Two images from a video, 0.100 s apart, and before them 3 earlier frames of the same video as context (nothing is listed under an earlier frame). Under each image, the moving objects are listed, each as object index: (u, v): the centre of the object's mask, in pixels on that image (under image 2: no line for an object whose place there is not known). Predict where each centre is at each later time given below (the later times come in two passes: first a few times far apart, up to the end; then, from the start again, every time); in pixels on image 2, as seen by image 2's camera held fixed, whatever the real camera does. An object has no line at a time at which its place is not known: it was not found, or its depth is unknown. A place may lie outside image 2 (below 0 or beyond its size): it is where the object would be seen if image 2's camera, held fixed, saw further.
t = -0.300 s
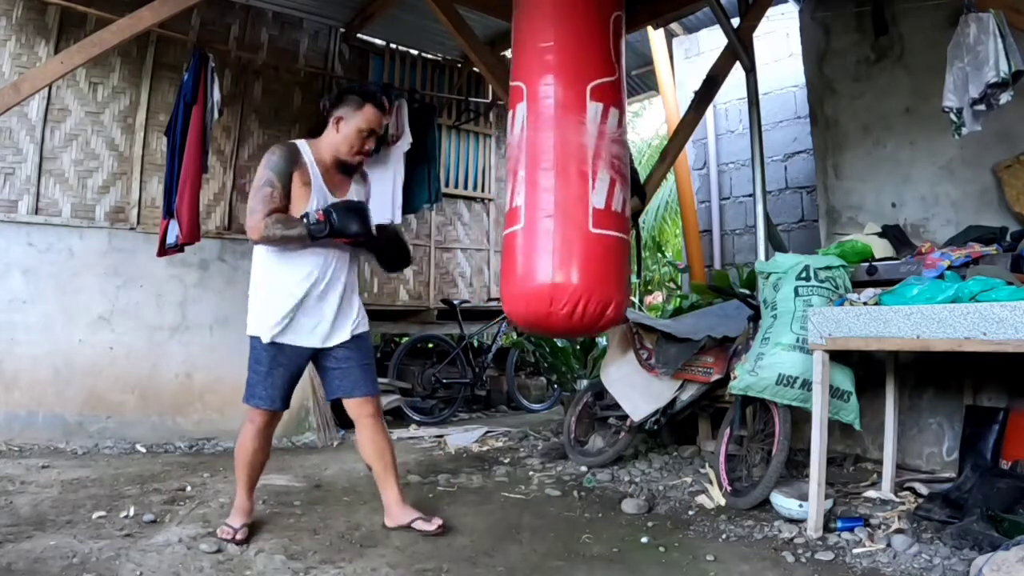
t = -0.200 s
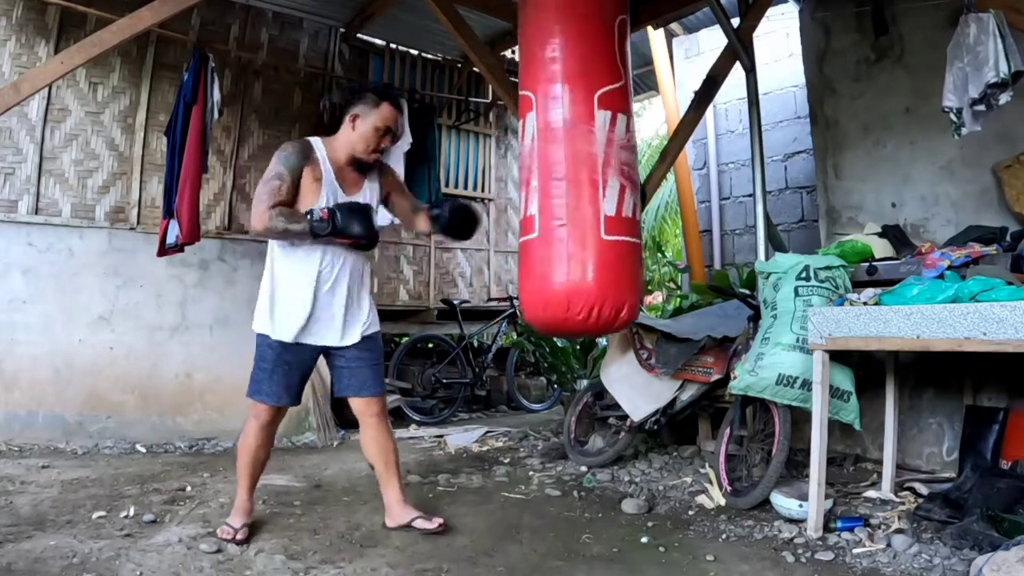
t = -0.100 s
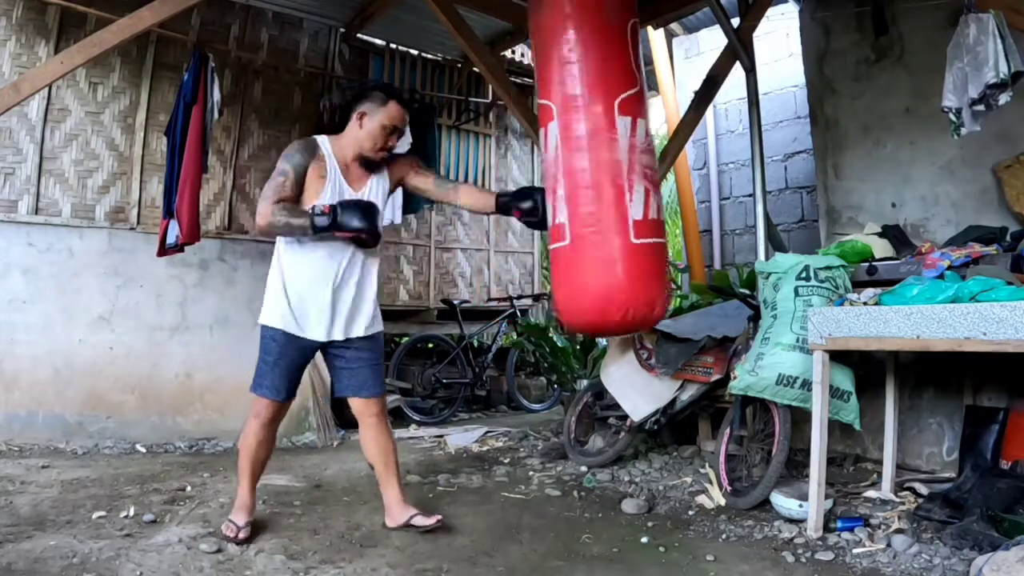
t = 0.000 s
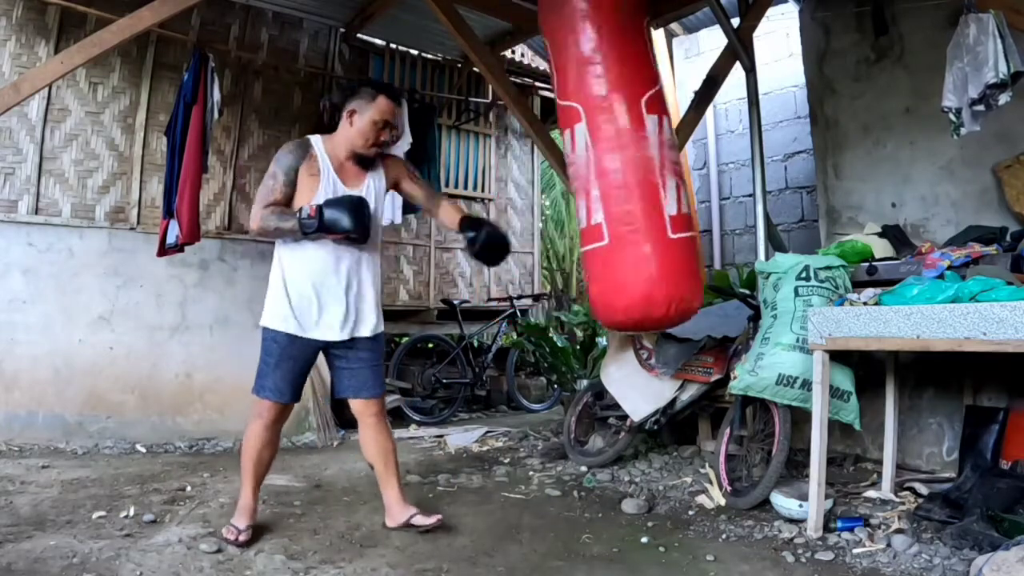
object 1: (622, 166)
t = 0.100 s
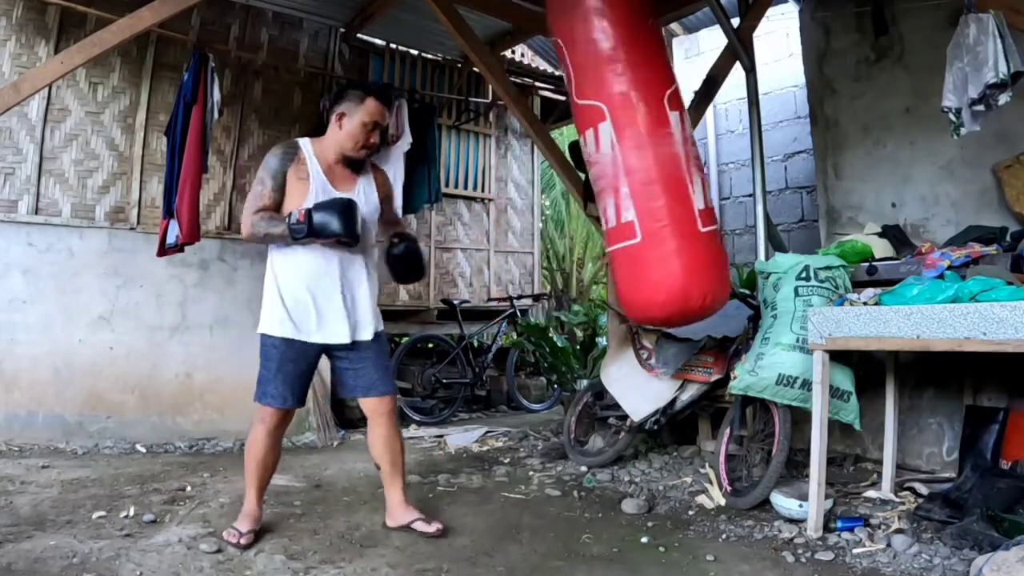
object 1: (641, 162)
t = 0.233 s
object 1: (660, 157)
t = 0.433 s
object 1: (659, 158)
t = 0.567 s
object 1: (644, 162)
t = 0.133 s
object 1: (646, 161)
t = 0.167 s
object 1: (651, 160)
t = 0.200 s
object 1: (654, 159)
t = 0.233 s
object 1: (660, 157)
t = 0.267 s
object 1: (661, 157)
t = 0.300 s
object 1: (662, 157)
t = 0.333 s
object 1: (662, 157)
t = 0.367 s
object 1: (662, 157)
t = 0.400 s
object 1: (660, 157)
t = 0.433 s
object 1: (659, 158)
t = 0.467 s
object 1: (656, 159)
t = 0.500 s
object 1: (653, 160)
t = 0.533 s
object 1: (648, 161)
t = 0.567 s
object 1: (644, 162)
